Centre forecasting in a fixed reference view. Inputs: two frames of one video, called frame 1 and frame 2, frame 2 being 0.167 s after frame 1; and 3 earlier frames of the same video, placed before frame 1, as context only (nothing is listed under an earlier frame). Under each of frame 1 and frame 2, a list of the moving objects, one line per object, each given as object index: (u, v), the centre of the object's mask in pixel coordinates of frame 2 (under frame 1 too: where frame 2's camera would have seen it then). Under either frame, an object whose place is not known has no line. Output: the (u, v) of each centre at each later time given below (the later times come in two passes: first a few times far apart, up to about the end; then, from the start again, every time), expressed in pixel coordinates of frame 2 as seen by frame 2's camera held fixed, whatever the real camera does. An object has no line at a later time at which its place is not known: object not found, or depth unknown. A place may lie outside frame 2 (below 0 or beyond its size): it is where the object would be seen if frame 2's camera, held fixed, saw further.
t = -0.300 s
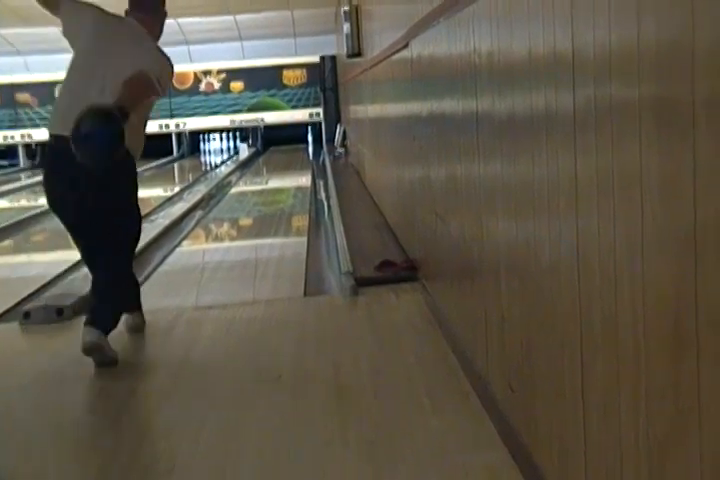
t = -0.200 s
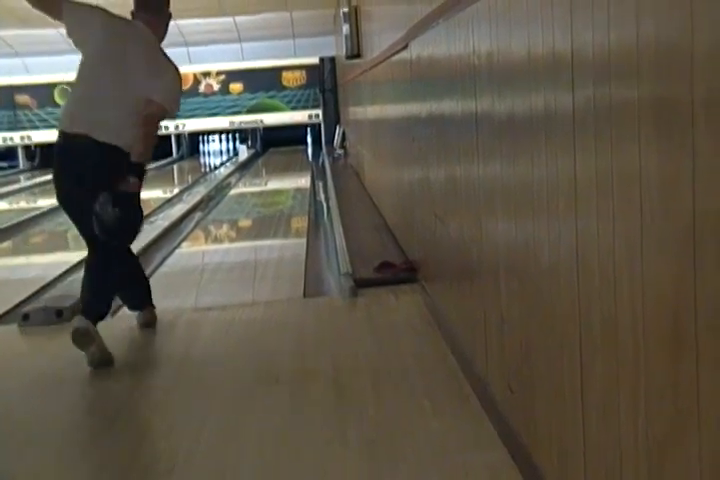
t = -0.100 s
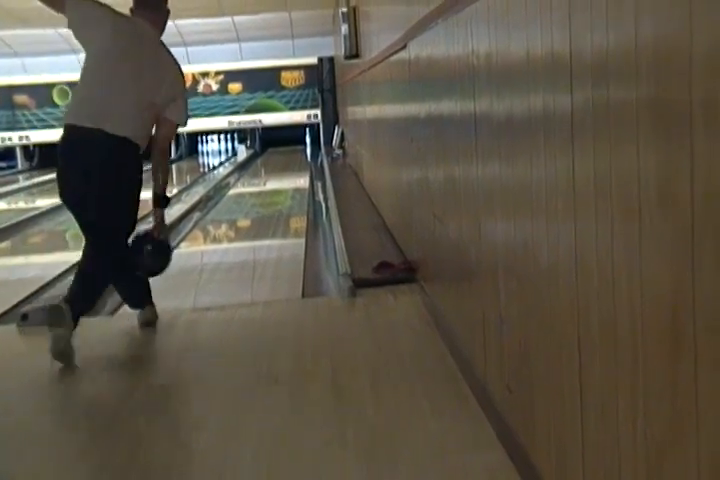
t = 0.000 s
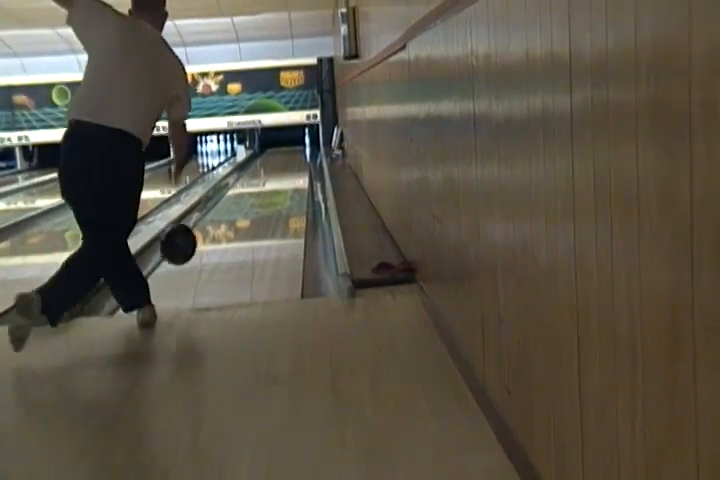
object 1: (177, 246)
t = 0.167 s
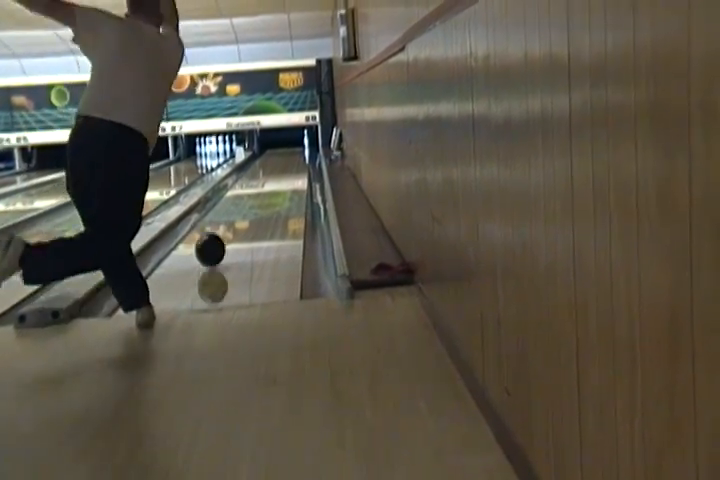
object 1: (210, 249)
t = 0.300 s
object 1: (228, 231)
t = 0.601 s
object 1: (255, 203)
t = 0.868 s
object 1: (270, 186)
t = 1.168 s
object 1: (282, 173)
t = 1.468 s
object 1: (291, 163)
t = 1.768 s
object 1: (298, 156)
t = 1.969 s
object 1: (302, 152)
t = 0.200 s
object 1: (215, 244)
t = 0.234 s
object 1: (219, 240)
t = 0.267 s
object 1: (224, 236)
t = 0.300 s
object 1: (228, 231)
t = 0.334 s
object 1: (231, 227)
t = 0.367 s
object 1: (235, 224)
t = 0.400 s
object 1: (238, 220)
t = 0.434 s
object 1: (242, 217)
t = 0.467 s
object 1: (244, 214)
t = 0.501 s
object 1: (247, 211)
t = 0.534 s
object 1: (250, 208)
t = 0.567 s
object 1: (253, 205)
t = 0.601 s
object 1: (255, 203)
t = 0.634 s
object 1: (257, 200)
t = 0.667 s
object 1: (259, 198)
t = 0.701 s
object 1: (261, 196)
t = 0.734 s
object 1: (263, 194)
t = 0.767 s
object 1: (265, 192)
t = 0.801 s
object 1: (267, 190)
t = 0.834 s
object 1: (269, 188)
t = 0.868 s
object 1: (270, 186)
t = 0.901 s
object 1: (272, 185)
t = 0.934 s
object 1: (273, 183)
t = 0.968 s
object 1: (275, 182)
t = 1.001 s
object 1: (276, 180)
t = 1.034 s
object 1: (277, 178)
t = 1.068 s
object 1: (279, 177)
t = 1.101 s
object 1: (280, 175)
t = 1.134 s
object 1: (281, 174)
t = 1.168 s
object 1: (282, 173)
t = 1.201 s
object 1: (283, 172)
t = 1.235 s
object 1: (285, 171)
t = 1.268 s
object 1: (286, 170)
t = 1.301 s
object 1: (286, 168)
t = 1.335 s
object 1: (287, 167)
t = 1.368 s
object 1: (288, 166)
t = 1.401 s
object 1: (289, 164)
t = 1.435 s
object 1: (290, 164)
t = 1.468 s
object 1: (291, 163)
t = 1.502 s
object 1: (291, 162)
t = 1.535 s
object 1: (293, 162)
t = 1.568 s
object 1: (294, 159)
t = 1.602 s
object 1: (294, 159)
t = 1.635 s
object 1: (295, 159)
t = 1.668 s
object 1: (296, 158)
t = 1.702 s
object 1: (296, 157)
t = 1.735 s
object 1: (298, 156)
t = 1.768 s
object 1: (298, 156)
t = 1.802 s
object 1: (299, 154)
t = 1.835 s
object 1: (299, 154)
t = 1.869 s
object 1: (300, 153)
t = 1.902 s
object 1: (300, 153)
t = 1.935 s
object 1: (300, 152)
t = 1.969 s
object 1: (302, 152)
